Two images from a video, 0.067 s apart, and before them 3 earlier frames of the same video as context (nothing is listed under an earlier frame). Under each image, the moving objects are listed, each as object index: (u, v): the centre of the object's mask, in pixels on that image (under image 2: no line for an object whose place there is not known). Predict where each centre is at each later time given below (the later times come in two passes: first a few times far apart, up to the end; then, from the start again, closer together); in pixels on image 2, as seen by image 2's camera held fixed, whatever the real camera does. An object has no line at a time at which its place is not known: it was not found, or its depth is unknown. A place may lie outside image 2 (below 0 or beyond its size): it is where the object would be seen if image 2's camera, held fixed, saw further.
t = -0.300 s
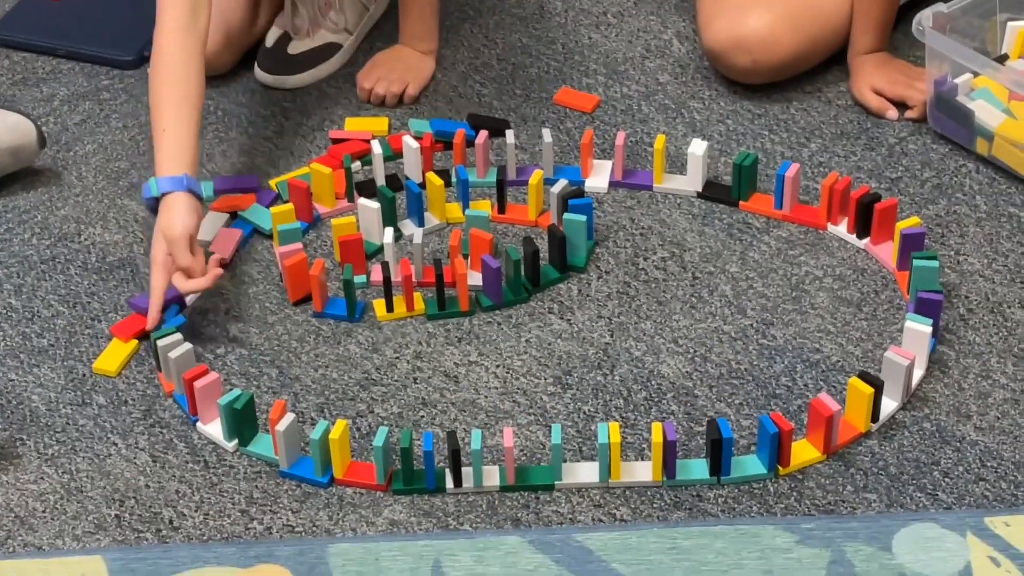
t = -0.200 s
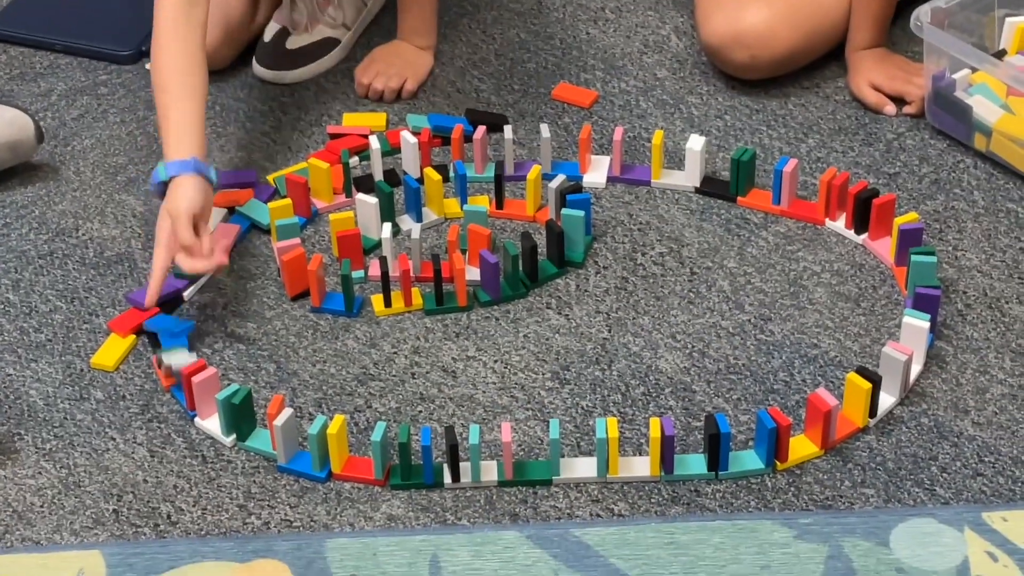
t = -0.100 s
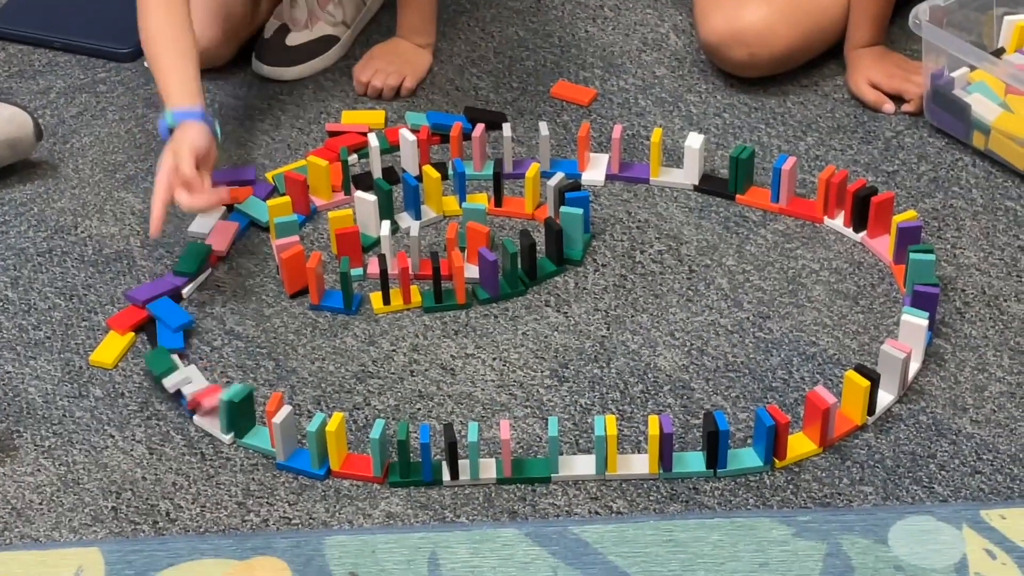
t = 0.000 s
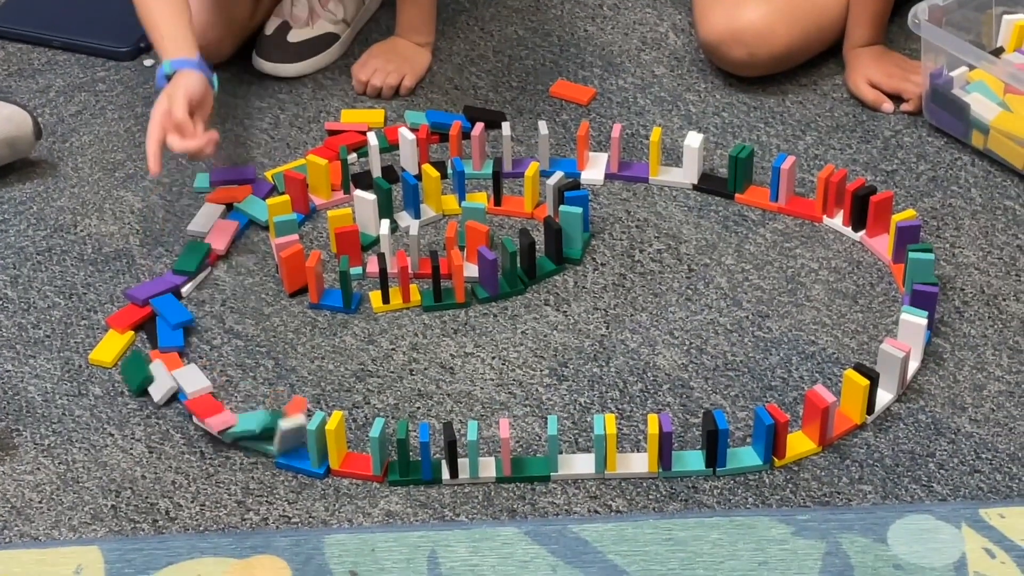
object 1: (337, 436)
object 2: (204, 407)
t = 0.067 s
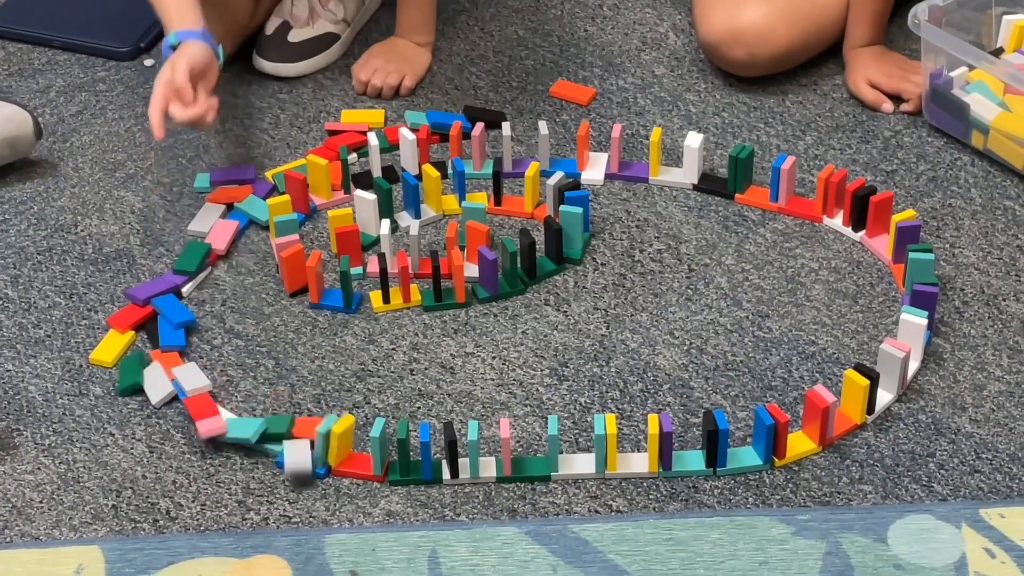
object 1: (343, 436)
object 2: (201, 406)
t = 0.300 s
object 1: (355, 481)
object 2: (191, 411)
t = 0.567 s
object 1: (351, 481)
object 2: (191, 410)
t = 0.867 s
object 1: (351, 481)
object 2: (191, 410)
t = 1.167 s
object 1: (352, 481)
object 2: (191, 410)
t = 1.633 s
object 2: (191, 410)
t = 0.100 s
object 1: (348, 439)
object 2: (199, 406)
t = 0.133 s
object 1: (358, 442)
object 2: (197, 406)
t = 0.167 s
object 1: (366, 457)
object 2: (195, 407)
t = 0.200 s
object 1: (366, 477)
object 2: (193, 408)
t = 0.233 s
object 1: (360, 481)
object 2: (192, 410)
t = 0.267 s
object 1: (358, 483)
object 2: (191, 411)
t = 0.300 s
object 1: (355, 481)
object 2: (191, 411)
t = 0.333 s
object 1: (354, 481)
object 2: (191, 411)
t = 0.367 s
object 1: (353, 481)
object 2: (191, 410)
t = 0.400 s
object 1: (352, 481)
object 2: (191, 410)
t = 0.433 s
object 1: (352, 481)
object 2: (191, 410)
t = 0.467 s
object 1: (351, 481)
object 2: (191, 410)
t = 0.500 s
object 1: (351, 481)
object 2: (191, 410)
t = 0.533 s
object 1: (351, 481)
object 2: (191, 410)
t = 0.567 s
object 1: (351, 481)
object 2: (191, 410)
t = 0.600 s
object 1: (351, 481)
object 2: (191, 410)
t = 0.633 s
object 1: (351, 481)
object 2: (191, 410)
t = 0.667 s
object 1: (351, 481)
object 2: (191, 410)
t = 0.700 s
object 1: (351, 481)
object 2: (191, 410)
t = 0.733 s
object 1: (351, 481)
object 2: (191, 410)
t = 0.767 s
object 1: (351, 481)
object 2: (191, 410)
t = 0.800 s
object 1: (351, 481)
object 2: (191, 410)
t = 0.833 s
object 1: (351, 481)
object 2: (191, 410)
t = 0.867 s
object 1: (351, 481)
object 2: (191, 410)
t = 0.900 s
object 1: (351, 481)
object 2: (191, 410)
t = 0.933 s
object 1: (351, 481)
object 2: (191, 410)
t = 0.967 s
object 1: (351, 481)
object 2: (191, 410)
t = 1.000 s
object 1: (351, 481)
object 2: (191, 410)
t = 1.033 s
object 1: (351, 481)
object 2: (191, 410)
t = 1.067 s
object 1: (351, 481)
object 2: (191, 410)
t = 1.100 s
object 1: (352, 481)
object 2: (191, 410)
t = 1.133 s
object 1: (352, 481)
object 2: (191, 410)
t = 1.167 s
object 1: (352, 481)
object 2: (191, 410)
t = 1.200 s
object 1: (352, 481)
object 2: (191, 410)
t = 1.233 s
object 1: (352, 481)
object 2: (191, 410)
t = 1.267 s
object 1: (352, 481)
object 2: (191, 410)
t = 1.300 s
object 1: (352, 481)
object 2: (192, 410)
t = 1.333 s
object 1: (352, 481)
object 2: (192, 410)
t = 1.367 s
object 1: (352, 481)
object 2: (192, 410)
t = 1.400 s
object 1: (352, 481)
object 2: (191, 410)
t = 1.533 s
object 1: (352, 481)
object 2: (191, 410)
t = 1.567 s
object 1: (352, 481)
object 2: (191, 410)
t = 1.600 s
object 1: (351, 481)
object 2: (191, 410)
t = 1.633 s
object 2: (191, 410)
